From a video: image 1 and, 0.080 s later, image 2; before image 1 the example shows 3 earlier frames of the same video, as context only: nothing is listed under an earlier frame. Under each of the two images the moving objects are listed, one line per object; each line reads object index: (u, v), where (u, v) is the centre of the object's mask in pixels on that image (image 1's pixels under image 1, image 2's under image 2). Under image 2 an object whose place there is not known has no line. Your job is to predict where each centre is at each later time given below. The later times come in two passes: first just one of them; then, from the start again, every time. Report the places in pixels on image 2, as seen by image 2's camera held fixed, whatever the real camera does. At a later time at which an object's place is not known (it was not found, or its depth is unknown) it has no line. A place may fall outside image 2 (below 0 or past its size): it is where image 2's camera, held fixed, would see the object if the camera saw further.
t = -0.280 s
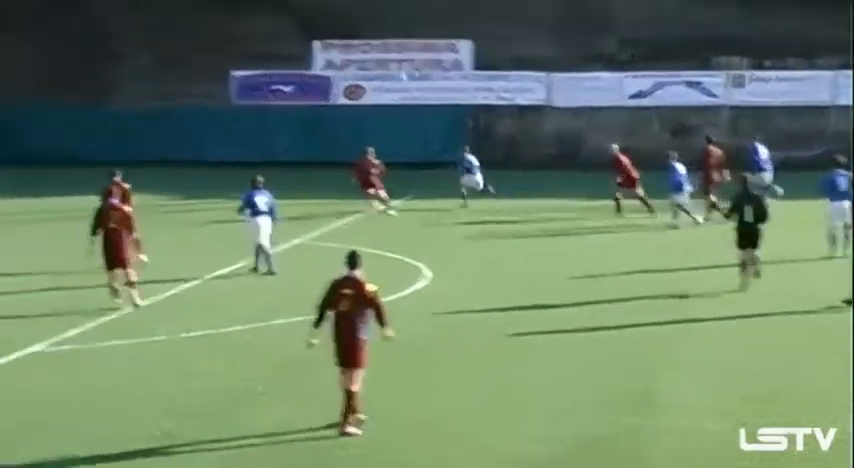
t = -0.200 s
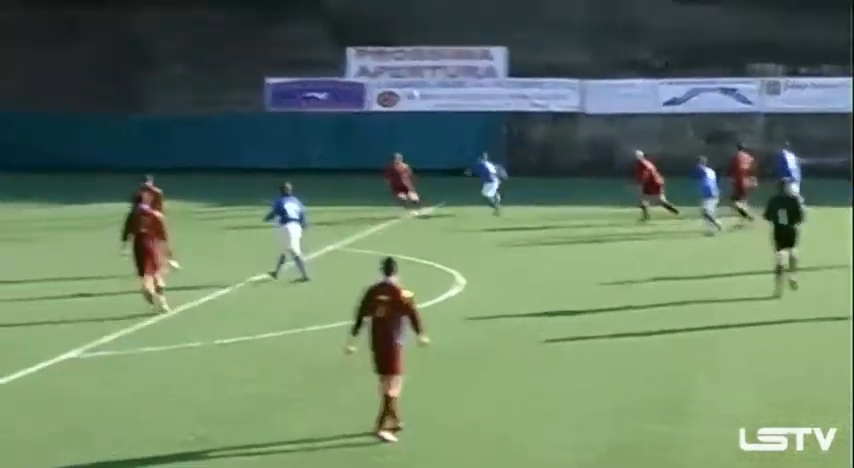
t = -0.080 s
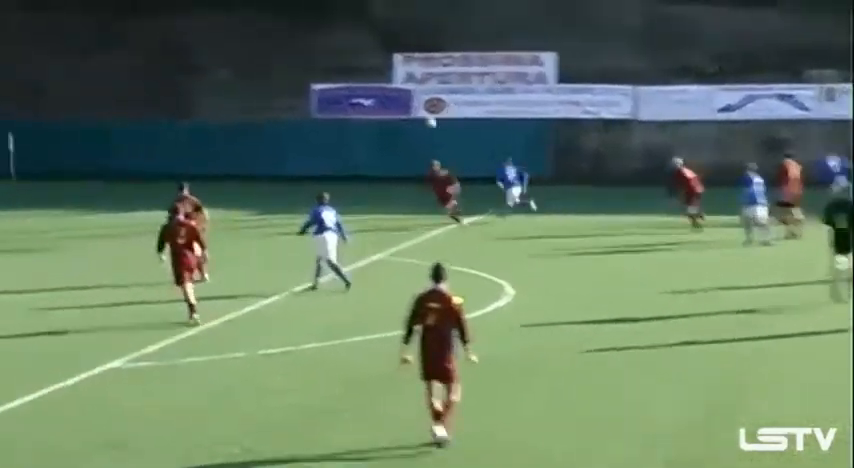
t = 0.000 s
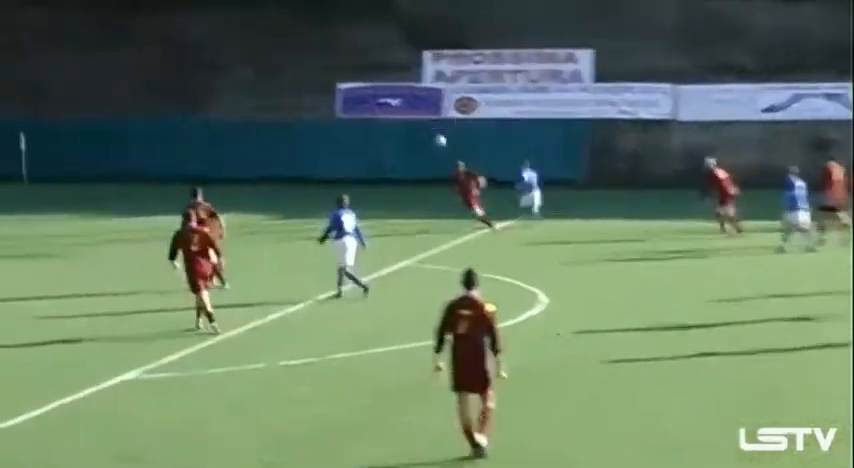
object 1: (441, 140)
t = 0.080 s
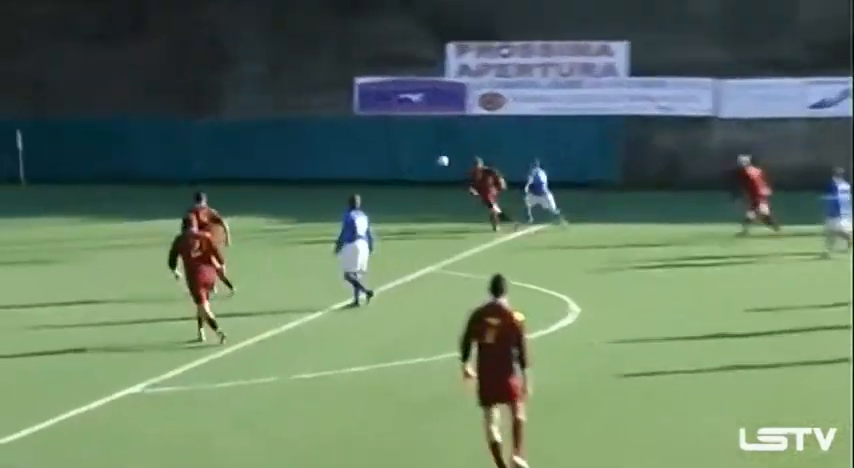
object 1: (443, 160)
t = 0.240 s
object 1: (396, 209)
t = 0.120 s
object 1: (432, 172)
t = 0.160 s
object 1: (420, 183)
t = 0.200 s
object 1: (409, 196)
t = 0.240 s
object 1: (396, 209)
